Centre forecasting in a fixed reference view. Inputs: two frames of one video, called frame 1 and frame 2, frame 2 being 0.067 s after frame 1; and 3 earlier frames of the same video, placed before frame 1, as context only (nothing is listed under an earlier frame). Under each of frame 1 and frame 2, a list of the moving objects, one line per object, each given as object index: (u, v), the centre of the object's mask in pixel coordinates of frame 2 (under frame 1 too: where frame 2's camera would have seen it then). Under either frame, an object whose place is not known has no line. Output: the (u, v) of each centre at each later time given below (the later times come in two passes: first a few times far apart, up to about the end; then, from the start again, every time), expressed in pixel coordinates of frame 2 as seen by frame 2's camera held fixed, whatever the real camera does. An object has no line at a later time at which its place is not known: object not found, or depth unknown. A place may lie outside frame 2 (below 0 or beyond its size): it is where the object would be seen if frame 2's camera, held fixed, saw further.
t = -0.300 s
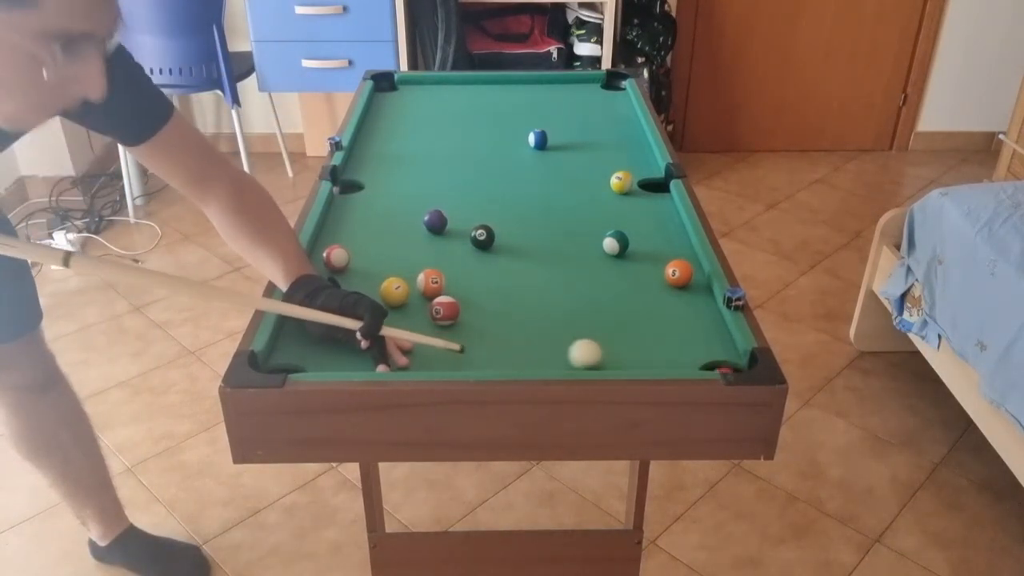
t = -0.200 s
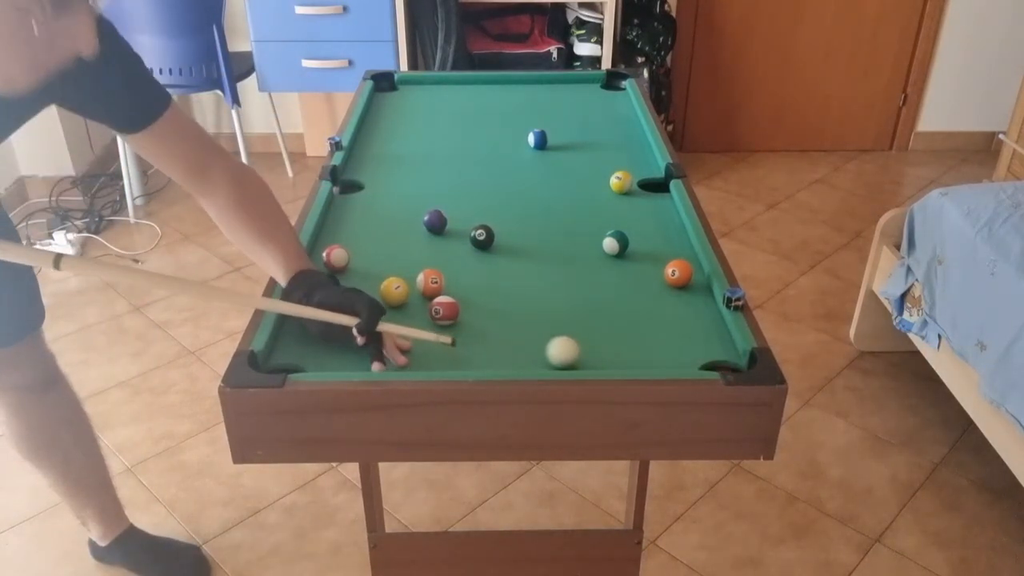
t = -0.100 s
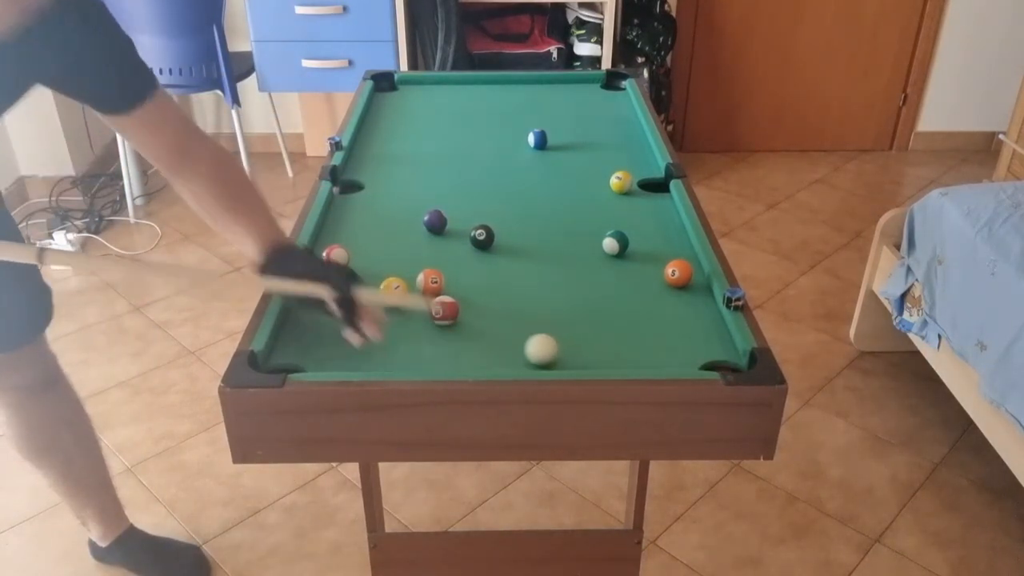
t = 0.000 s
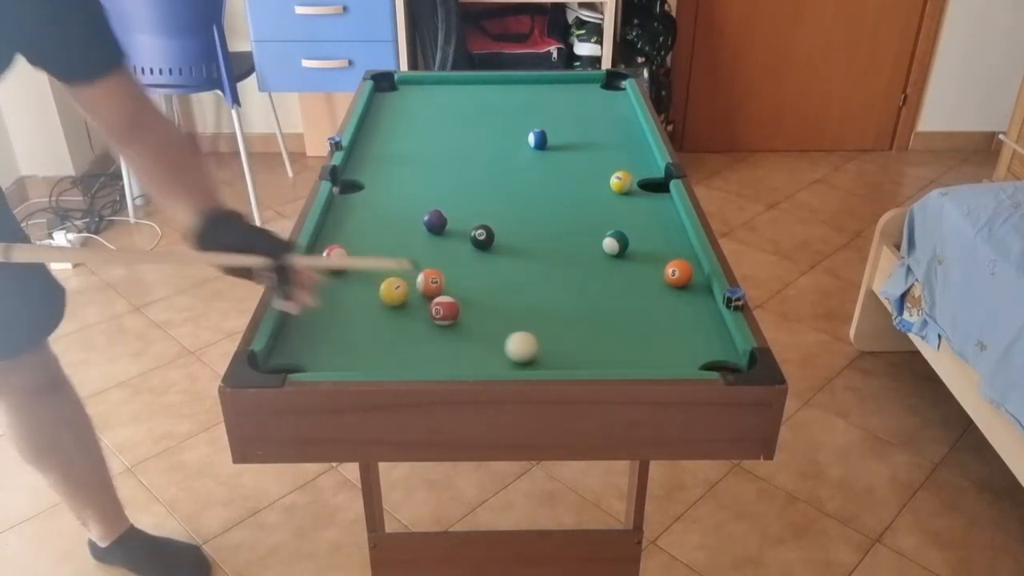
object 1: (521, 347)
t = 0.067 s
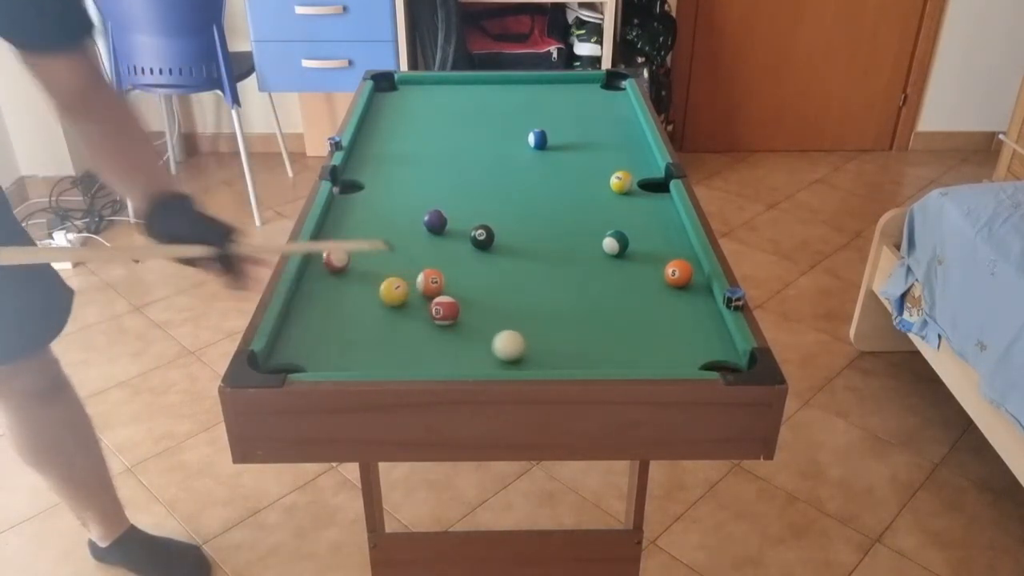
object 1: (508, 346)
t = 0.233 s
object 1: (479, 342)
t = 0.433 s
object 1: (447, 337)
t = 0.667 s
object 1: (416, 333)
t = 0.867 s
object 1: (394, 330)
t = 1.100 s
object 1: (374, 328)
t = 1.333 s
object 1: (359, 325)
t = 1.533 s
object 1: (350, 324)
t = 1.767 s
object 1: (343, 324)
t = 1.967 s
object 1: (340, 324)
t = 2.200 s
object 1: (339, 323)
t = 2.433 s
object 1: (339, 323)
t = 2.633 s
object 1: (339, 323)
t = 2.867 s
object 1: (339, 323)
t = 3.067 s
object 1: (339, 323)
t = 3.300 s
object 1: (339, 323)
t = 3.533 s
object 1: (339, 323)
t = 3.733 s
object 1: (339, 323)
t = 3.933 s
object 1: (339, 323)
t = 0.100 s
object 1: (502, 345)
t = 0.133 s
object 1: (496, 344)
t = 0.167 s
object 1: (490, 343)
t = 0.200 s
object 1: (484, 343)
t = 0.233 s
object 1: (479, 342)
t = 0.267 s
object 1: (473, 341)
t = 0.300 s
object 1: (468, 340)
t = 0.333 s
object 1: (462, 340)
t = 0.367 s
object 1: (457, 339)
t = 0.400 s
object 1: (452, 338)
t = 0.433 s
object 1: (447, 337)
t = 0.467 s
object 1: (442, 337)
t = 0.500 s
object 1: (438, 336)
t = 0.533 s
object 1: (433, 335)
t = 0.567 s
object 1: (429, 335)
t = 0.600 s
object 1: (425, 334)
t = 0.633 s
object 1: (420, 334)
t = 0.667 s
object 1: (416, 333)
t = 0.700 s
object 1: (412, 332)
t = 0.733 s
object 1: (408, 332)
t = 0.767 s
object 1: (404, 331)
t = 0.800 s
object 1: (401, 331)
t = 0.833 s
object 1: (398, 331)
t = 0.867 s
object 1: (394, 330)
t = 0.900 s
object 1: (391, 330)
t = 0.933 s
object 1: (389, 329)
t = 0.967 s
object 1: (385, 329)
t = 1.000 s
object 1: (382, 329)
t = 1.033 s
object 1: (379, 328)
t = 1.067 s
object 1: (377, 328)
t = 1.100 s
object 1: (374, 328)
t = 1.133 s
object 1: (372, 327)
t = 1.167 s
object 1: (369, 327)
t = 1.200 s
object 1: (367, 326)
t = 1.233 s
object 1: (365, 326)
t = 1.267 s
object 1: (363, 326)
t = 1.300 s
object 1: (361, 326)
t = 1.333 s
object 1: (359, 325)
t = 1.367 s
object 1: (357, 325)
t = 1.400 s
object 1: (356, 325)
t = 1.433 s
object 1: (354, 325)
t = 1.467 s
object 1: (353, 325)
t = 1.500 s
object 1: (351, 324)
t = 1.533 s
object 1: (350, 324)
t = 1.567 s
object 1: (349, 324)
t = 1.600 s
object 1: (348, 324)
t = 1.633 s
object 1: (346, 324)
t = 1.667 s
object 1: (346, 324)
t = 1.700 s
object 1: (345, 324)
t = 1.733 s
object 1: (344, 324)
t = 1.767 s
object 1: (343, 324)
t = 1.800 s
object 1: (343, 324)
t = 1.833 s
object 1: (342, 324)
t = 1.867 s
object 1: (342, 323)
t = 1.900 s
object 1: (341, 324)
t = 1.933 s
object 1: (341, 324)
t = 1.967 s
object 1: (340, 324)
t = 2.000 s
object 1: (340, 324)
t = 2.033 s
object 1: (340, 323)
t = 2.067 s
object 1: (339, 323)
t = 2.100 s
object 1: (339, 323)
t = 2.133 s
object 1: (339, 323)
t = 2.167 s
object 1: (339, 323)
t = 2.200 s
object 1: (339, 323)
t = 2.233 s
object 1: (339, 323)
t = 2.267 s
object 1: (339, 323)
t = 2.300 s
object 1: (339, 323)
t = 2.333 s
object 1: (339, 323)
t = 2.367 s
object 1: (339, 323)
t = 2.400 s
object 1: (339, 323)
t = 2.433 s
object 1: (339, 323)
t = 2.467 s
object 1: (339, 323)
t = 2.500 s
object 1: (339, 323)
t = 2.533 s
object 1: (339, 323)
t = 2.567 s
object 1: (339, 323)
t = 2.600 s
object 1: (339, 323)
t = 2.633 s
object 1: (339, 323)
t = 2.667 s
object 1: (339, 323)
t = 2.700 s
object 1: (339, 323)
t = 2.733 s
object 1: (339, 323)
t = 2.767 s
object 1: (339, 323)
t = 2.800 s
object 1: (339, 323)
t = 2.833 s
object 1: (339, 323)
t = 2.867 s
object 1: (339, 323)
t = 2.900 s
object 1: (339, 323)
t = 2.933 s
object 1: (339, 323)
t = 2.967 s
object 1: (339, 323)
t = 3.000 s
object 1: (339, 323)
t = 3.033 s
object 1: (339, 323)
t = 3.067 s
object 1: (339, 323)
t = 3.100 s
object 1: (339, 323)
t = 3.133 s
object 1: (339, 323)
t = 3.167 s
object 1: (339, 323)
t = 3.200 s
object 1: (339, 323)
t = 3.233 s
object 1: (339, 323)
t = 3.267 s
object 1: (339, 323)
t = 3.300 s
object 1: (339, 323)
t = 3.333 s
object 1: (339, 323)
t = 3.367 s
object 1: (339, 323)
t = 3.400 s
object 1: (339, 323)
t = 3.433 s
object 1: (339, 323)
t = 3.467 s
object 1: (339, 323)
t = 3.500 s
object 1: (339, 323)
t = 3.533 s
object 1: (339, 323)
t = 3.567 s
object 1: (339, 323)
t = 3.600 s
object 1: (339, 323)
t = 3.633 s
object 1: (339, 323)
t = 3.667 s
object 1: (339, 323)
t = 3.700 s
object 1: (339, 323)
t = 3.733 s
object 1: (339, 323)
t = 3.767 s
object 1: (339, 323)
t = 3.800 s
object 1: (339, 323)
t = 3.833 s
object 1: (339, 323)
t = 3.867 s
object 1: (339, 323)
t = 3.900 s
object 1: (339, 323)
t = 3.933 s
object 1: (339, 323)
